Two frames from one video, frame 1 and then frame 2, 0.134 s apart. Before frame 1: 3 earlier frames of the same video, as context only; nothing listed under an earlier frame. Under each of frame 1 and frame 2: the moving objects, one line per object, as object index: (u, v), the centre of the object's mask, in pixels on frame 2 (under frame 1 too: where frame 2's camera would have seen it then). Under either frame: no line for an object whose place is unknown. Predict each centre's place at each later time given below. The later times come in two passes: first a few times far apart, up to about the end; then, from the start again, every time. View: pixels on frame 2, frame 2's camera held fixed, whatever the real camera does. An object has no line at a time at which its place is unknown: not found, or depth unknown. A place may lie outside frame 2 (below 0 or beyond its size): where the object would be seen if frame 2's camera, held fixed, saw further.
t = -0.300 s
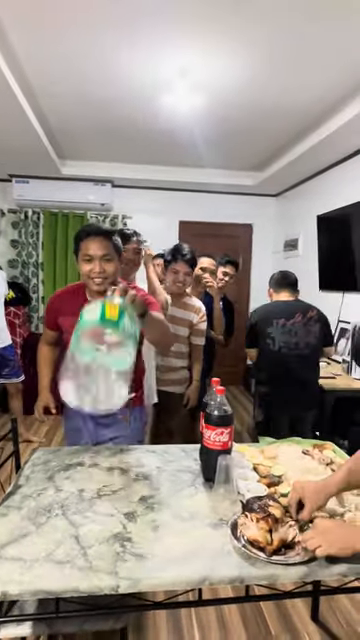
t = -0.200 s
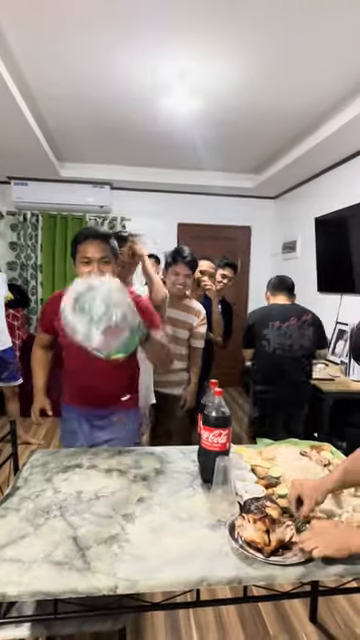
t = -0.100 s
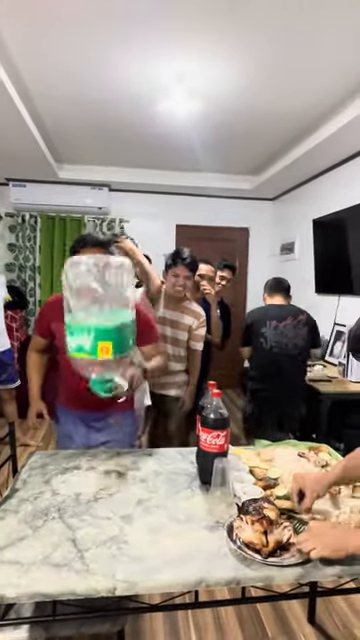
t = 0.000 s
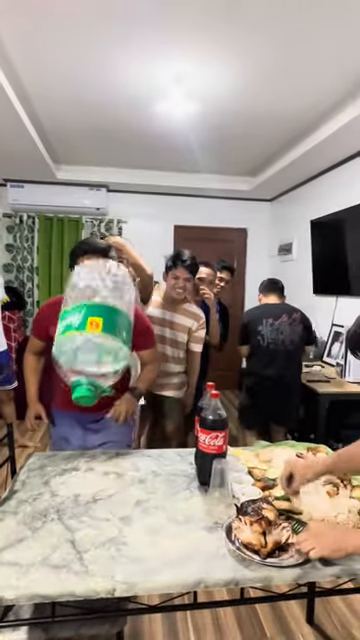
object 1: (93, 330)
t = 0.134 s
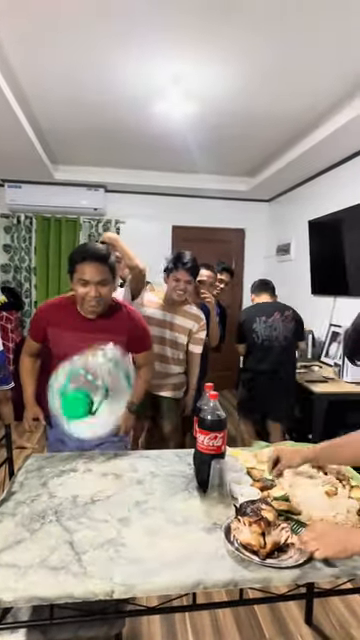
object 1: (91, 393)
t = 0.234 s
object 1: (92, 471)
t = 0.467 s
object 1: (90, 549)
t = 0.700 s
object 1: (109, 556)
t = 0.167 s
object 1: (91, 417)
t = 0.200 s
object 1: (93, 444)
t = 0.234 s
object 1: (92, 471)
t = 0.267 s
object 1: (93, 493)
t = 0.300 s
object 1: (93, 505)
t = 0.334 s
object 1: (95, 511)
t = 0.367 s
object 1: (93, 524)
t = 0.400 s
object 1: (91, 540)
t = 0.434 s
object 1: (89, 554)
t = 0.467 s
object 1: (90, 549)
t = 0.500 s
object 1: (92, 551)
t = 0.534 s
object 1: (95, 555)
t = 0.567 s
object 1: (96, 555)
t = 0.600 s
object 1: (101, 555)
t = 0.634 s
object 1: (104, 556)
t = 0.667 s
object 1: (107, 556)
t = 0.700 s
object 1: (109, 556)
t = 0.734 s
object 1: (111, 557)
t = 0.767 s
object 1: (112, 557)
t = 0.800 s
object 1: (113, 558)
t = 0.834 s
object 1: (115, 559)
